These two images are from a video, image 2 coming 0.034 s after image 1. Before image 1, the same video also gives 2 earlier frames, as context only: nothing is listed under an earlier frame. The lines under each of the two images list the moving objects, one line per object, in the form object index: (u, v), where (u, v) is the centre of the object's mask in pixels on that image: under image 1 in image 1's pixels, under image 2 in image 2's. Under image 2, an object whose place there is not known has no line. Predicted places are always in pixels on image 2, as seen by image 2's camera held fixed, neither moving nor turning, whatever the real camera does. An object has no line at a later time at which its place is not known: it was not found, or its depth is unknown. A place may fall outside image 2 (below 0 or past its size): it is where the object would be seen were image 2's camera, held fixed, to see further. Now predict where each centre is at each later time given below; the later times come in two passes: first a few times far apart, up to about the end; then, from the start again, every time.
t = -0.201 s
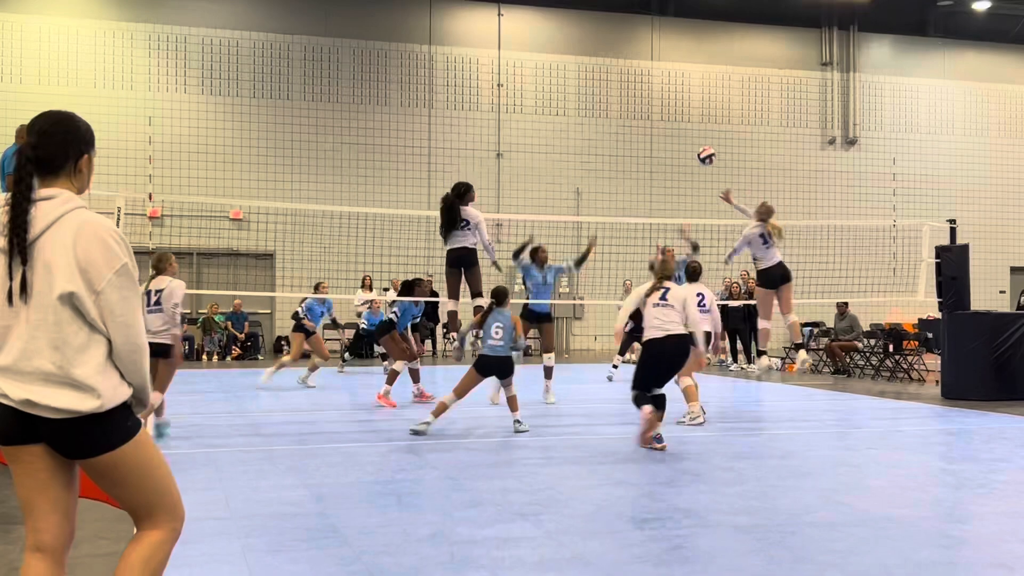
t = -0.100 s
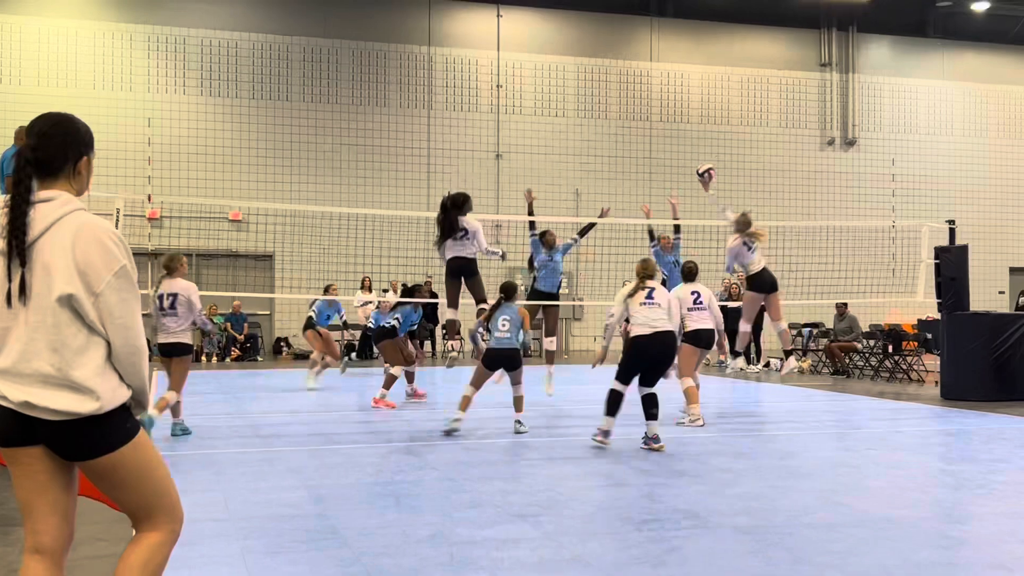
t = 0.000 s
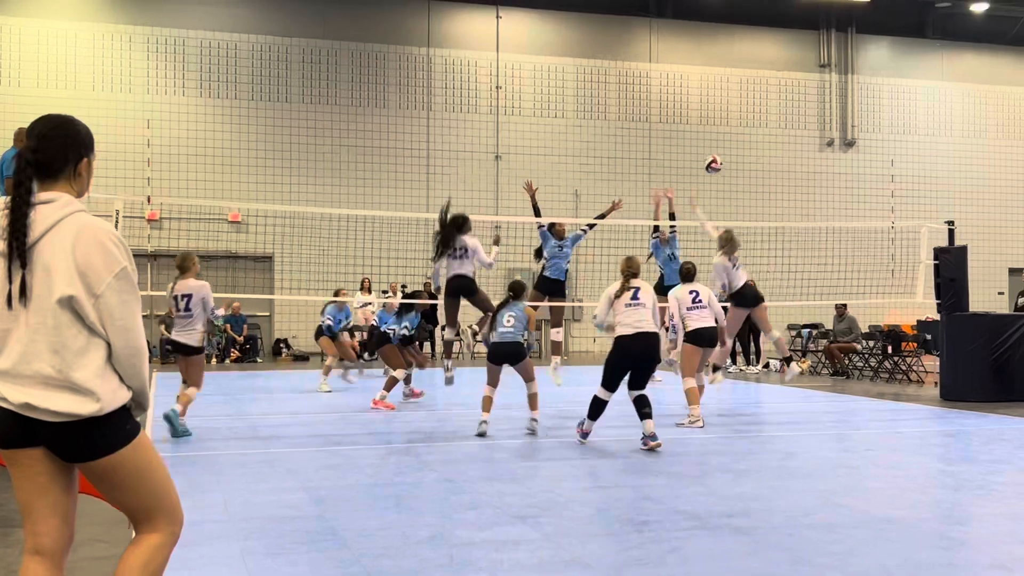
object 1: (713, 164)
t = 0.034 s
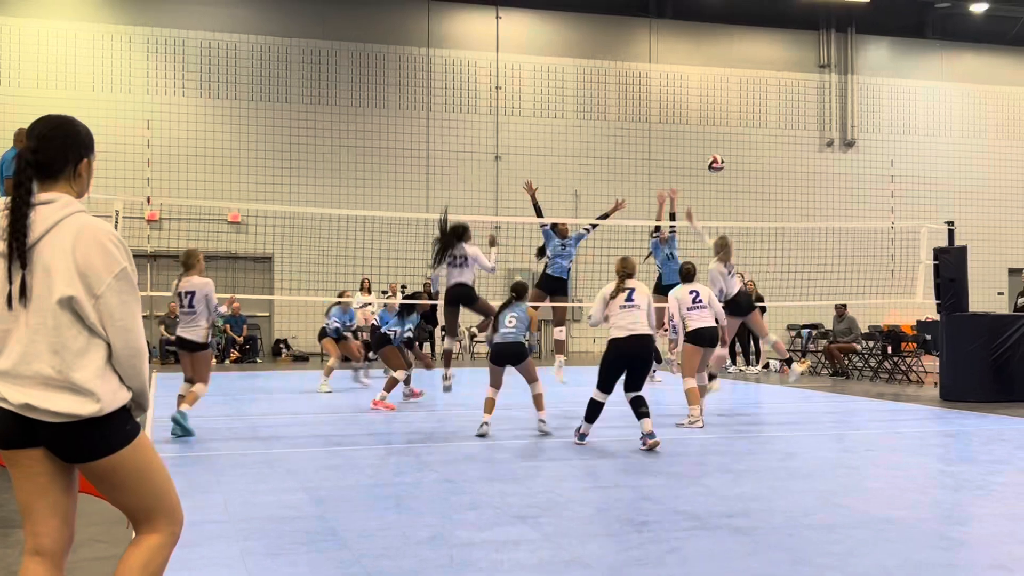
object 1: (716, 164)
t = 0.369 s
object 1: (742, 201)
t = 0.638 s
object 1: (761, 280)
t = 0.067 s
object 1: (719, 163)
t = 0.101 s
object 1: (721, 164)
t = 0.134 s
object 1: (724, 166)
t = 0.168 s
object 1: (726, 169)
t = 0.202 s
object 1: (729, 173)
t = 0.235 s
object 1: (732, 177)
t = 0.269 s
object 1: (734, 182)
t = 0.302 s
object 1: (736, 188)
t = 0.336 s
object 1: (739, 195)
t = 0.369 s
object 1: (742, 201)
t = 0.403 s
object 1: (744, 210)
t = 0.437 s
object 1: (746, 216)
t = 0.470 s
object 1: (748, 226)
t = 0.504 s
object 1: (751, 236)
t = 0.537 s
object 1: (753, 246)
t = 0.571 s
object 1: (755, 258)
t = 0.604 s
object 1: (757, 269)
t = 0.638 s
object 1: (761, 280)
